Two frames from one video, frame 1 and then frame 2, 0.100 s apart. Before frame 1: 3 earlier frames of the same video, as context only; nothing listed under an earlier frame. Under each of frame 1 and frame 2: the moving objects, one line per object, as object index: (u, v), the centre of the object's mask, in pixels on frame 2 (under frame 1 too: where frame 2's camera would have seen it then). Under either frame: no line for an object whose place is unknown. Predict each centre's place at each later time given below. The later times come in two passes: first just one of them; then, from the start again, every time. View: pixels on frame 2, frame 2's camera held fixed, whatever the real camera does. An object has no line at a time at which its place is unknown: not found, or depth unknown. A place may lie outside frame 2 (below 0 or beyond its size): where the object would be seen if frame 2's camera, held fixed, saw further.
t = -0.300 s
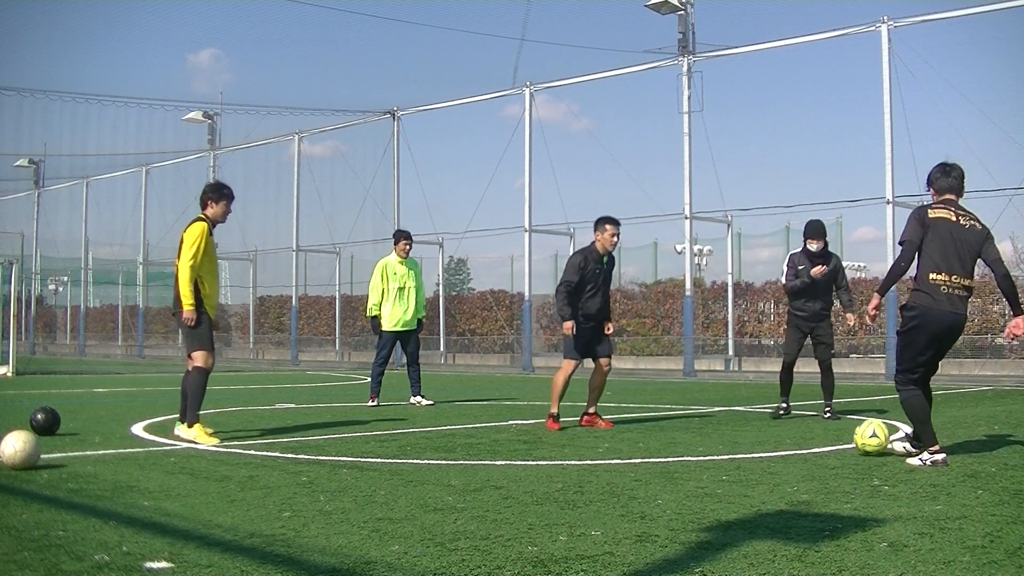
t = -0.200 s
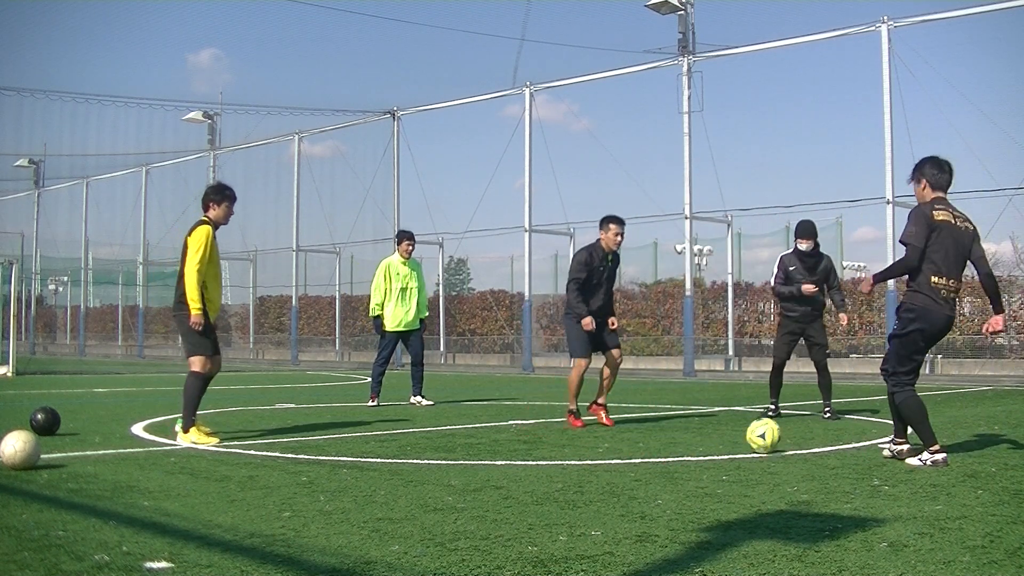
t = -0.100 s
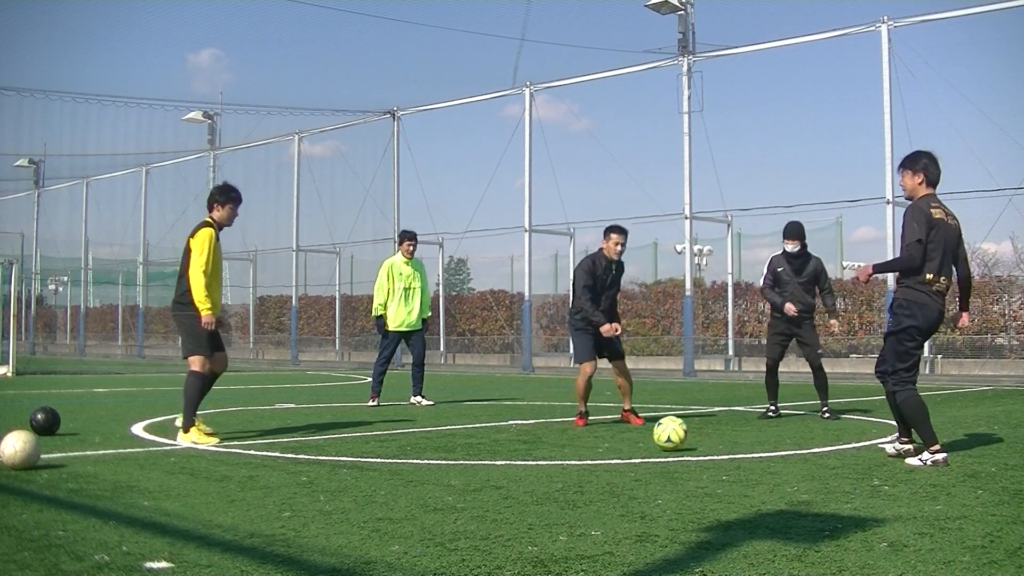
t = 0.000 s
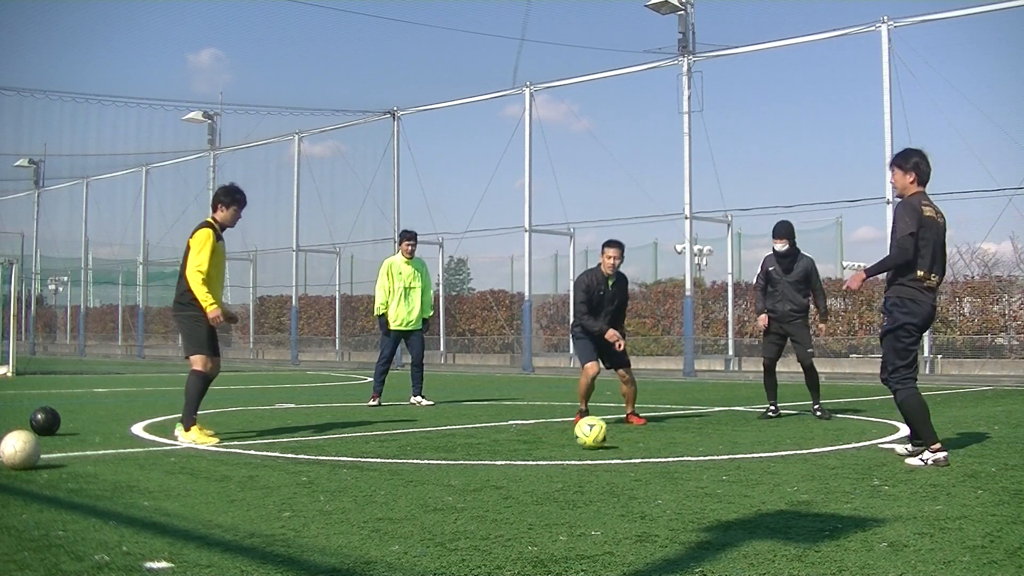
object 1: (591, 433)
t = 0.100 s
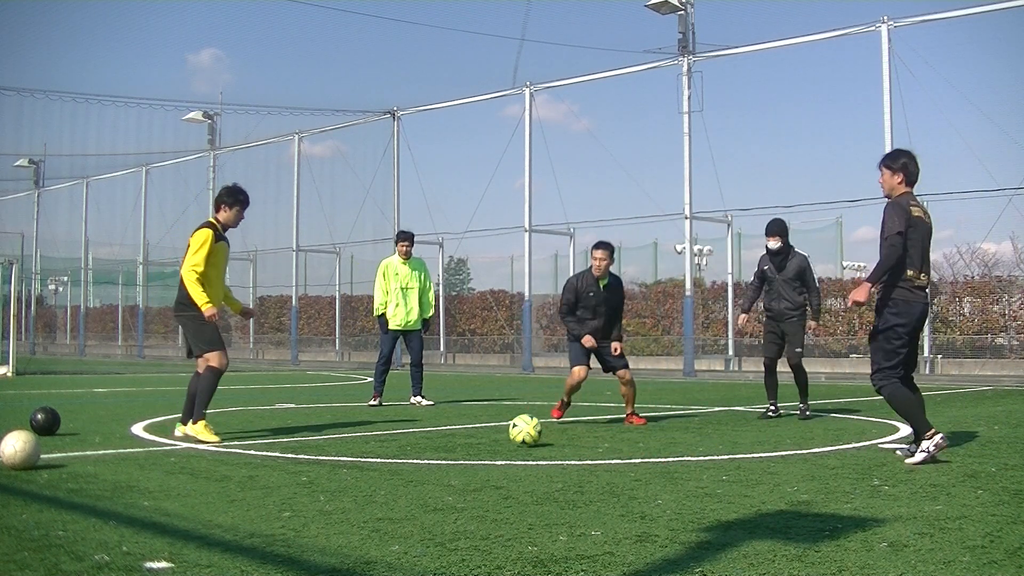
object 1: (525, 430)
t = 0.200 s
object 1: (469, 428)
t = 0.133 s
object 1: (505, 430)
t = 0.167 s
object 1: (486, 429)
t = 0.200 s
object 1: (469, 428)
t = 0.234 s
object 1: (451, 428)
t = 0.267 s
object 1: (433, 427)
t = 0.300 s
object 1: (416, 426)
